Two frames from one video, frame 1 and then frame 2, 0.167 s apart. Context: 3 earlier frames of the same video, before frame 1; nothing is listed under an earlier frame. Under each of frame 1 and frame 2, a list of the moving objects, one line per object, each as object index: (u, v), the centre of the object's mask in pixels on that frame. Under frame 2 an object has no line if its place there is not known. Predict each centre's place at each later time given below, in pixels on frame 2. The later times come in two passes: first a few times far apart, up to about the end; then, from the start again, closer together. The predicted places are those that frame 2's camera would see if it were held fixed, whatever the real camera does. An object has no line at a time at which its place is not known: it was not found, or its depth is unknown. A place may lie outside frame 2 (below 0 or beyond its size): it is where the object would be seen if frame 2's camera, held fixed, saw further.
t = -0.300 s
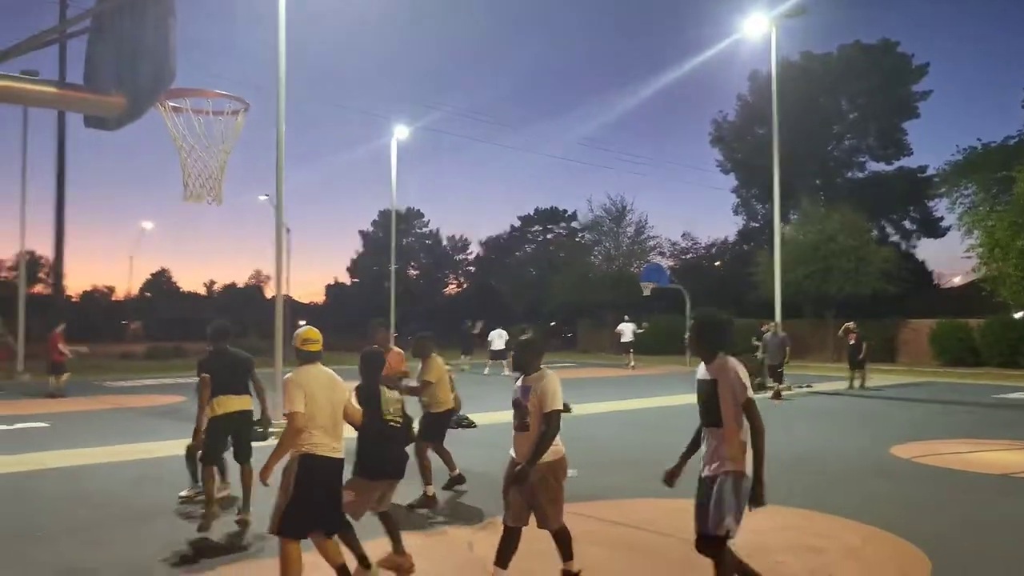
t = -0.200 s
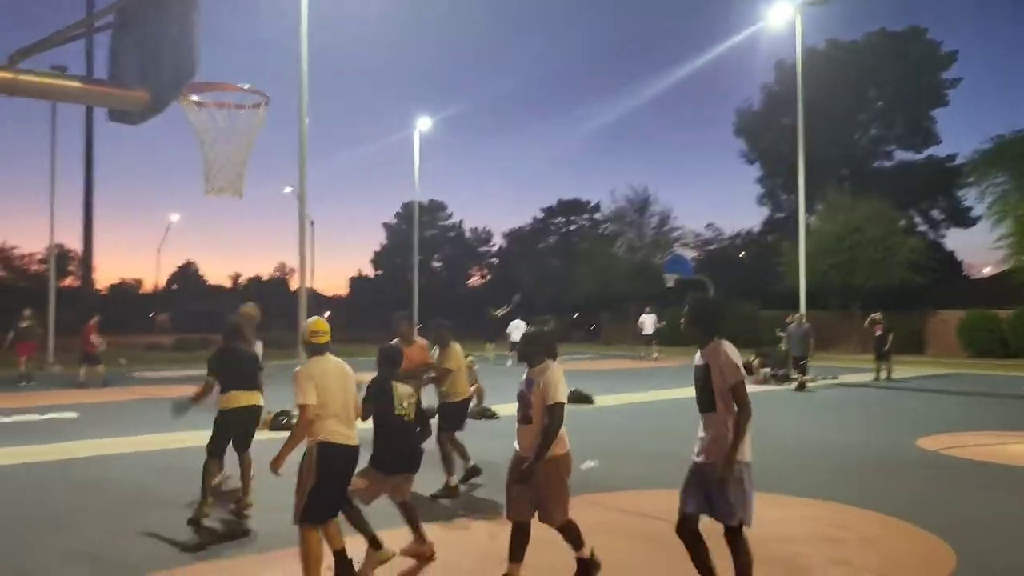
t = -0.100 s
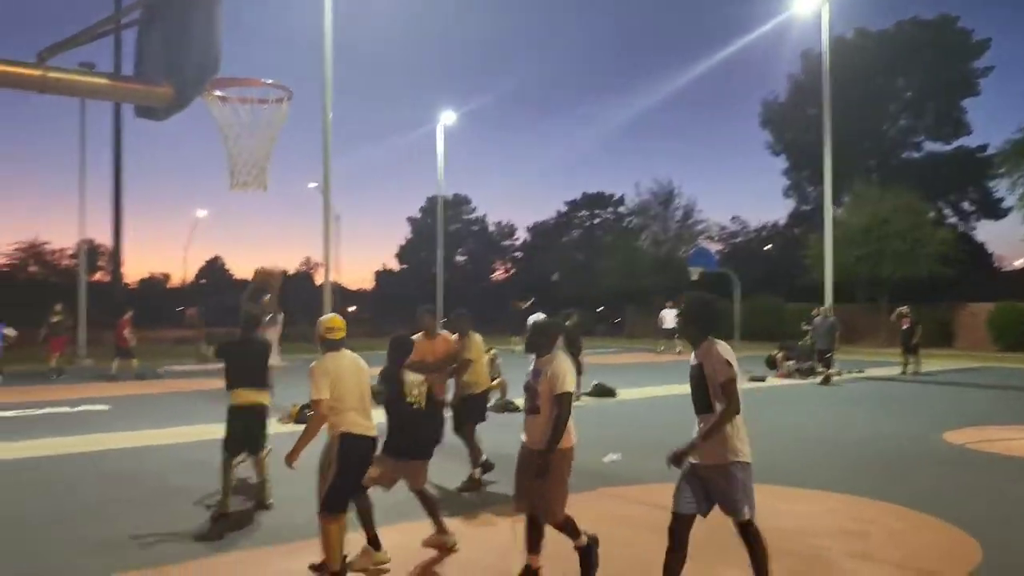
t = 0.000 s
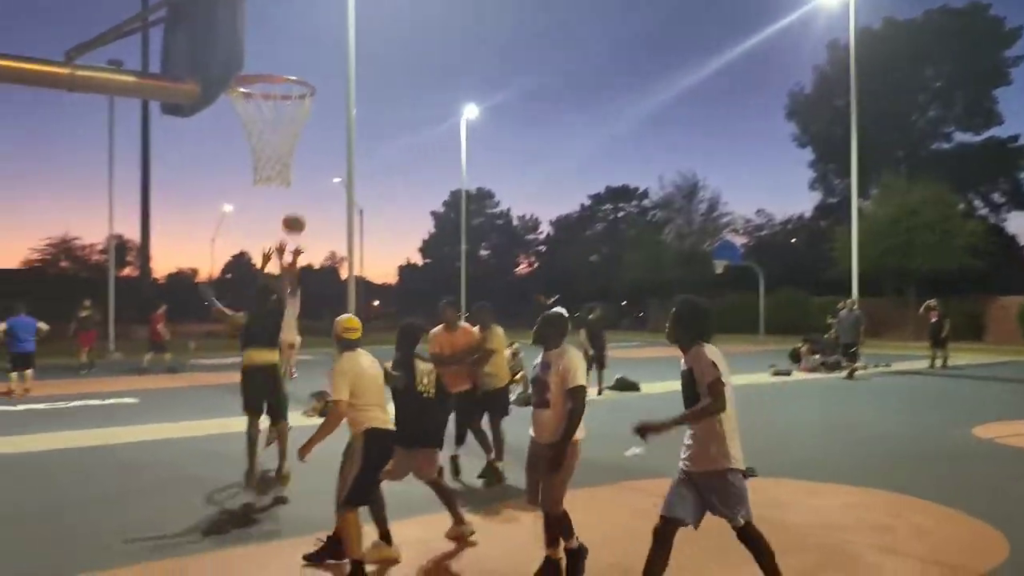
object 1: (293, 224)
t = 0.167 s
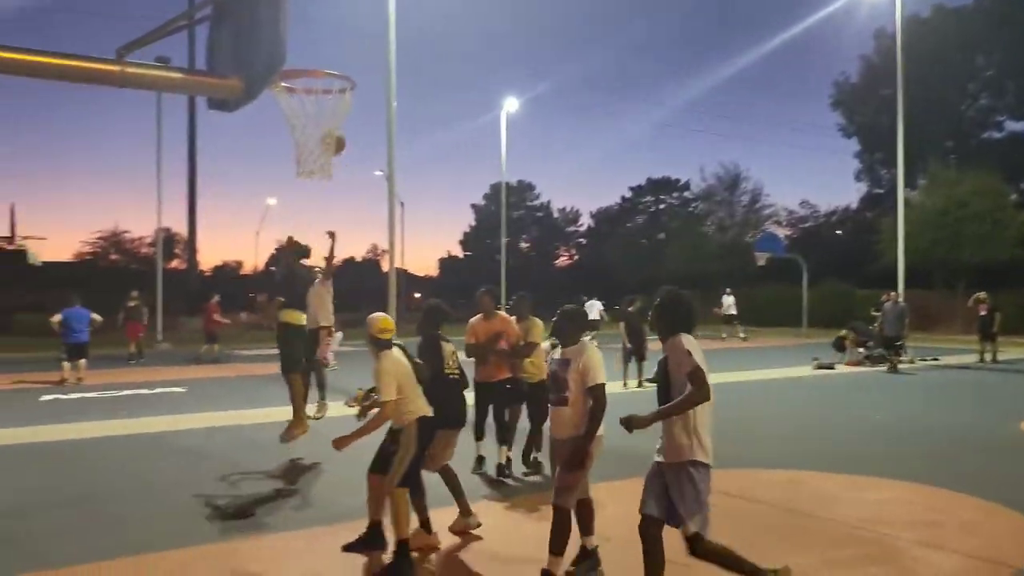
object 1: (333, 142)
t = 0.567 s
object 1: (320, 41)
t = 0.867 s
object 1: (310, 55)
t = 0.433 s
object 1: (325, 58)
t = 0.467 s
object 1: (324, 56)
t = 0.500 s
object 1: (322, 50)
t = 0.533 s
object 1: (322, 45)
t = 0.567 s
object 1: (320, 41)
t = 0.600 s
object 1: (318, 39)
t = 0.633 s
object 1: (317, 38)
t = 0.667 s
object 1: (315, 40)
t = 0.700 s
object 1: (314, 44)
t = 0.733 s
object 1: (312, 48)
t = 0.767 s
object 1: (312, 54)
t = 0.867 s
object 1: (310, 55)
